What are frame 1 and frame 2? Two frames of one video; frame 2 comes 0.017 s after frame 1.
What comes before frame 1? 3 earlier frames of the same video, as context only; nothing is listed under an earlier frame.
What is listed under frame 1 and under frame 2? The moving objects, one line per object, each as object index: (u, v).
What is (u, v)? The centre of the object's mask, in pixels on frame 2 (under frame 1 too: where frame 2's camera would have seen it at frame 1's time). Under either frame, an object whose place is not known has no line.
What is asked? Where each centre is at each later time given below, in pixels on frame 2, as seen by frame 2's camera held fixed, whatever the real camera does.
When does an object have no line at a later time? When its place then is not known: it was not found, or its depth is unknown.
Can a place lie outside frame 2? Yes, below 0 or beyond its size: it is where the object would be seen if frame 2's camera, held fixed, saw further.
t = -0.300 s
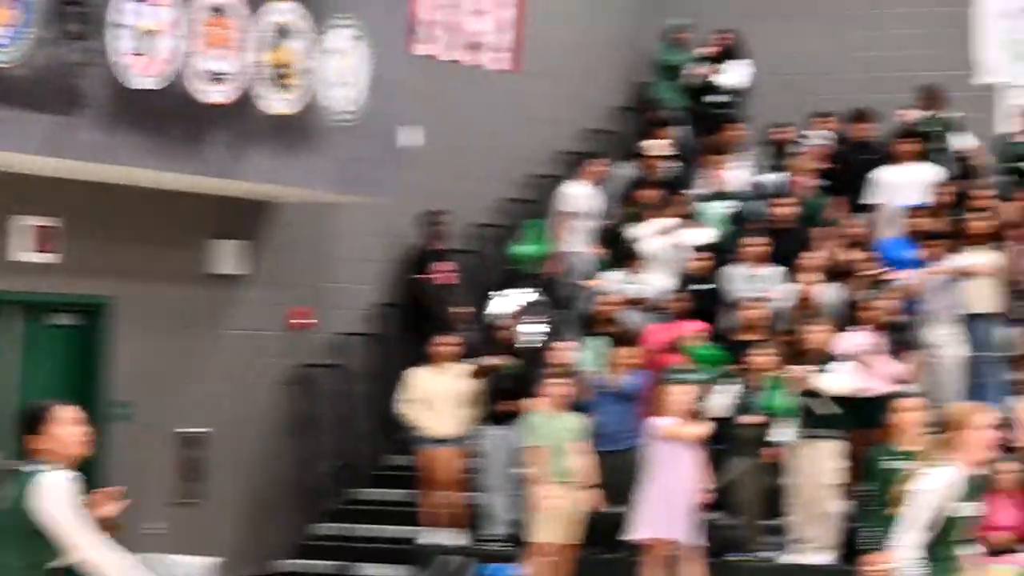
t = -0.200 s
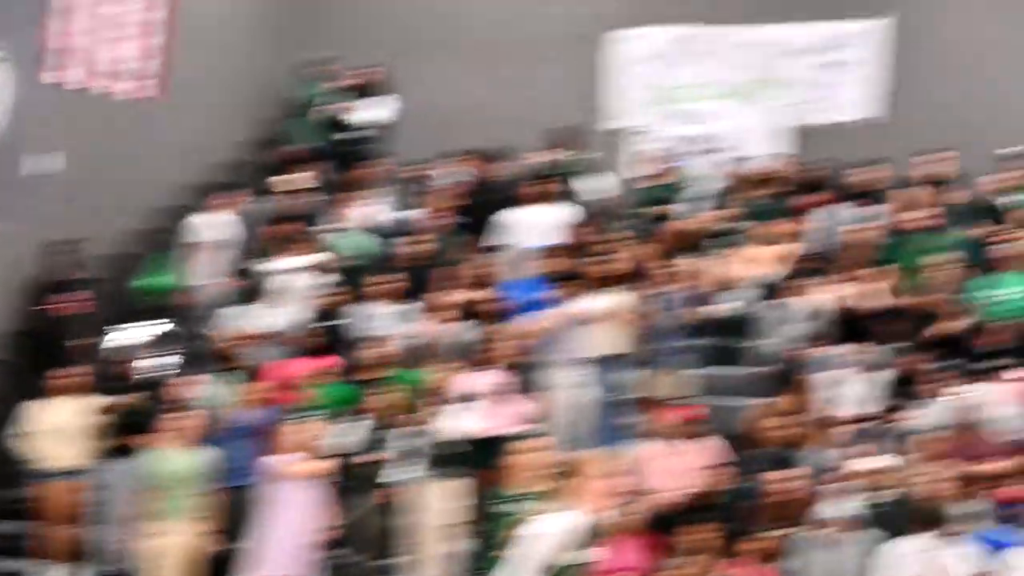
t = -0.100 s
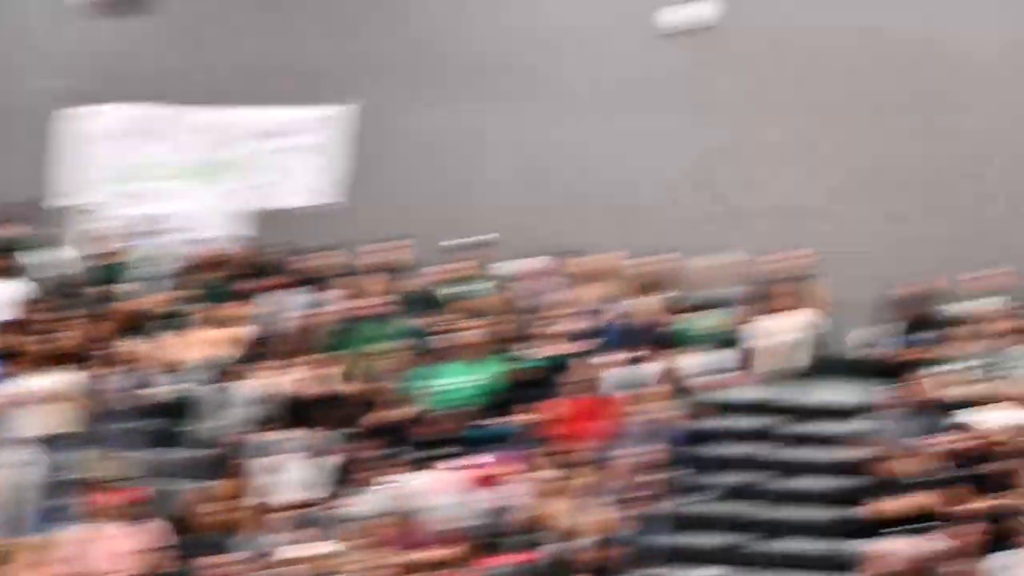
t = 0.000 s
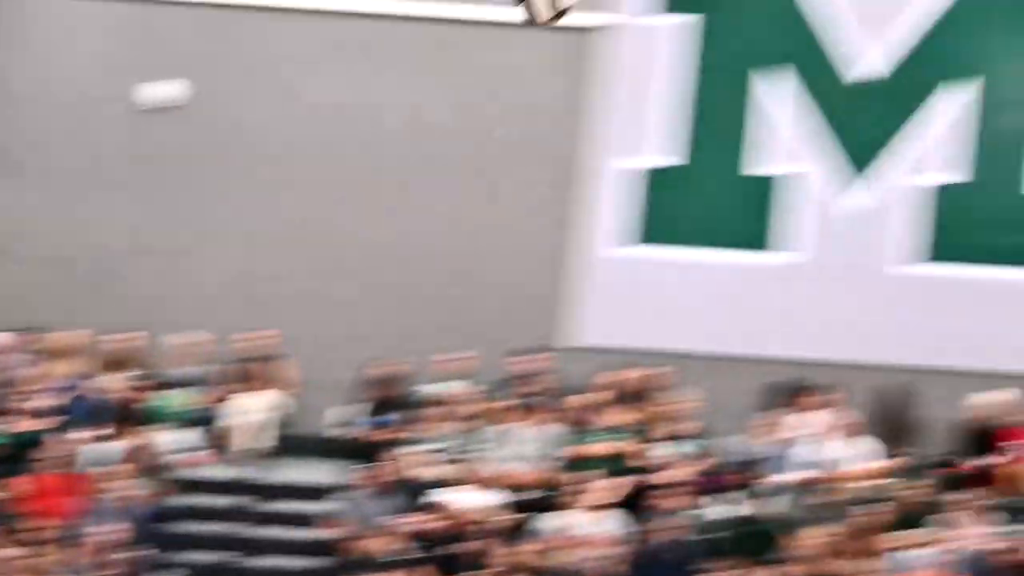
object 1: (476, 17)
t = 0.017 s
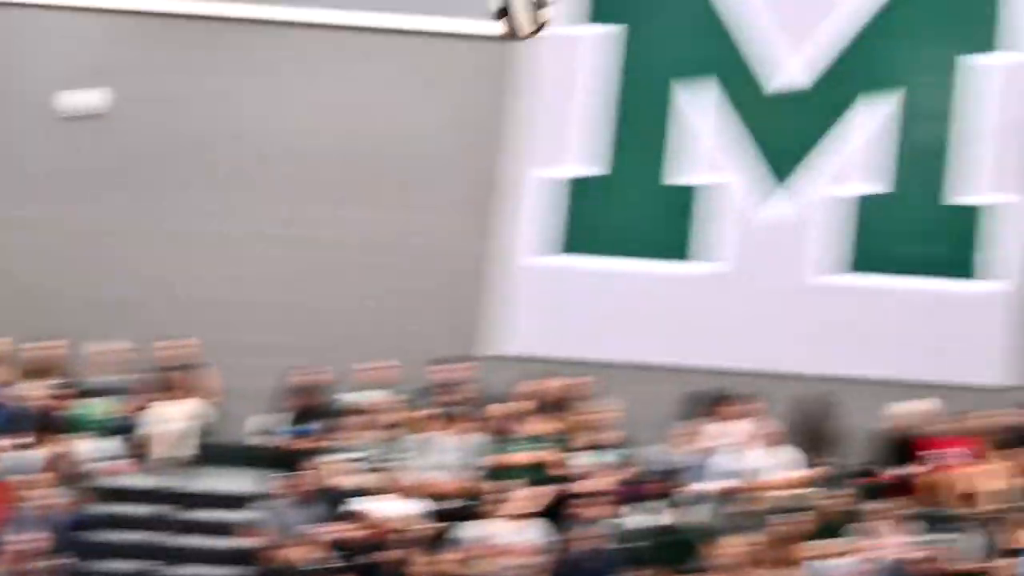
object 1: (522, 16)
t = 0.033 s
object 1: (579, 19)
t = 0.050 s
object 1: (630, 20)
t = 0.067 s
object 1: (681, 27)
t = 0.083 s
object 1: (731, 35)
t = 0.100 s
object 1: (781, 44)
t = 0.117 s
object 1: (832, 53)
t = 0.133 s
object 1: (879, 62)
